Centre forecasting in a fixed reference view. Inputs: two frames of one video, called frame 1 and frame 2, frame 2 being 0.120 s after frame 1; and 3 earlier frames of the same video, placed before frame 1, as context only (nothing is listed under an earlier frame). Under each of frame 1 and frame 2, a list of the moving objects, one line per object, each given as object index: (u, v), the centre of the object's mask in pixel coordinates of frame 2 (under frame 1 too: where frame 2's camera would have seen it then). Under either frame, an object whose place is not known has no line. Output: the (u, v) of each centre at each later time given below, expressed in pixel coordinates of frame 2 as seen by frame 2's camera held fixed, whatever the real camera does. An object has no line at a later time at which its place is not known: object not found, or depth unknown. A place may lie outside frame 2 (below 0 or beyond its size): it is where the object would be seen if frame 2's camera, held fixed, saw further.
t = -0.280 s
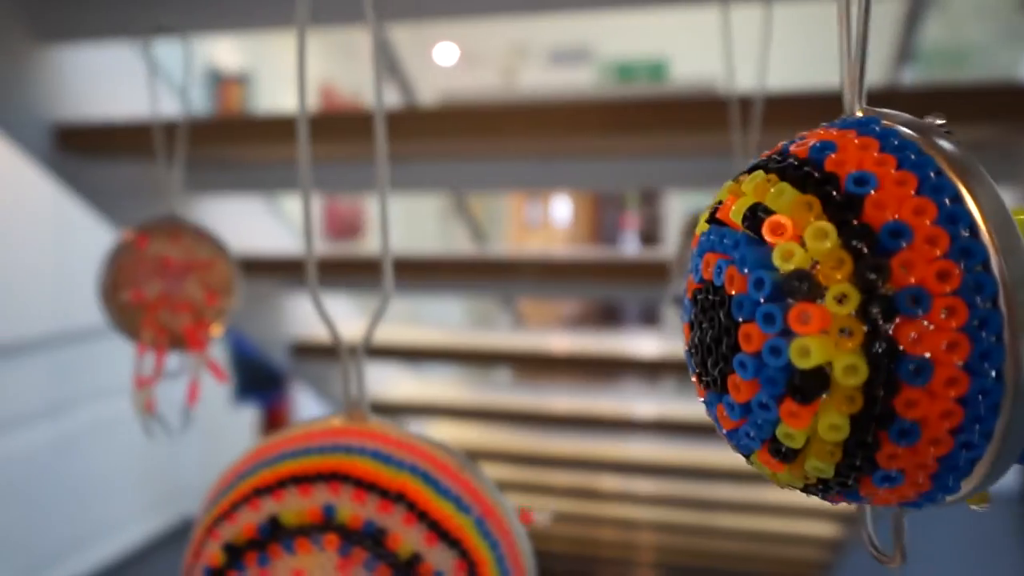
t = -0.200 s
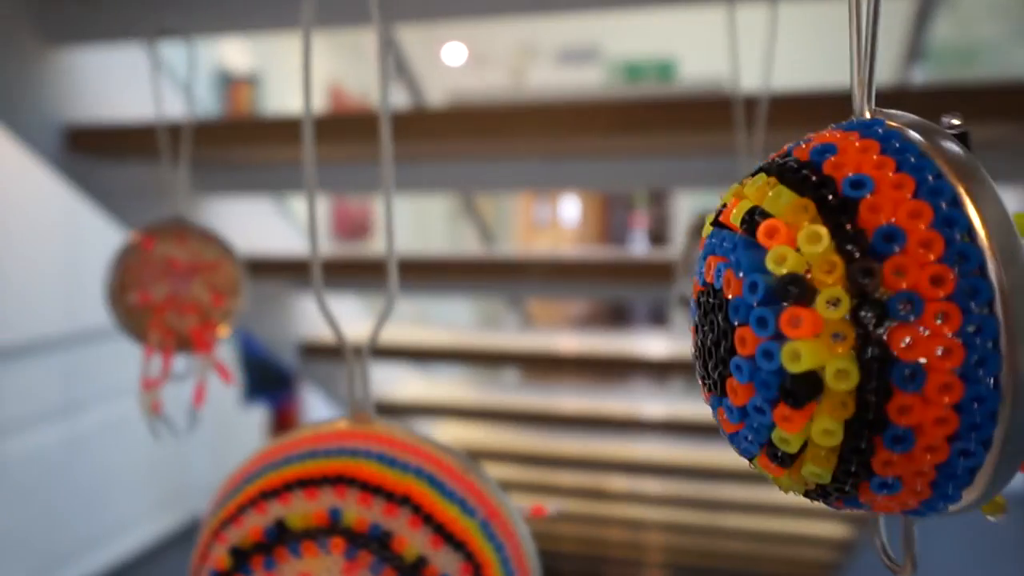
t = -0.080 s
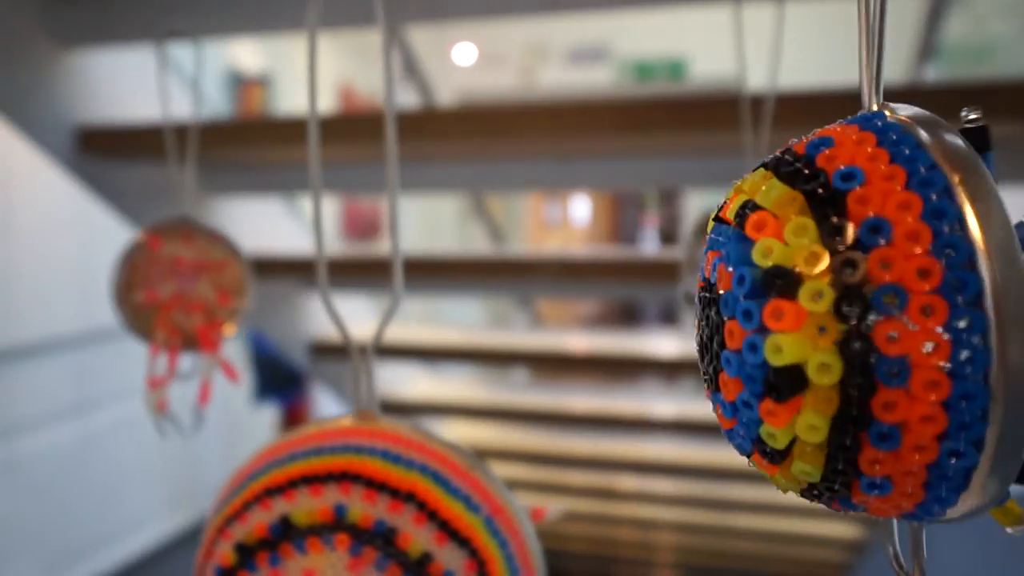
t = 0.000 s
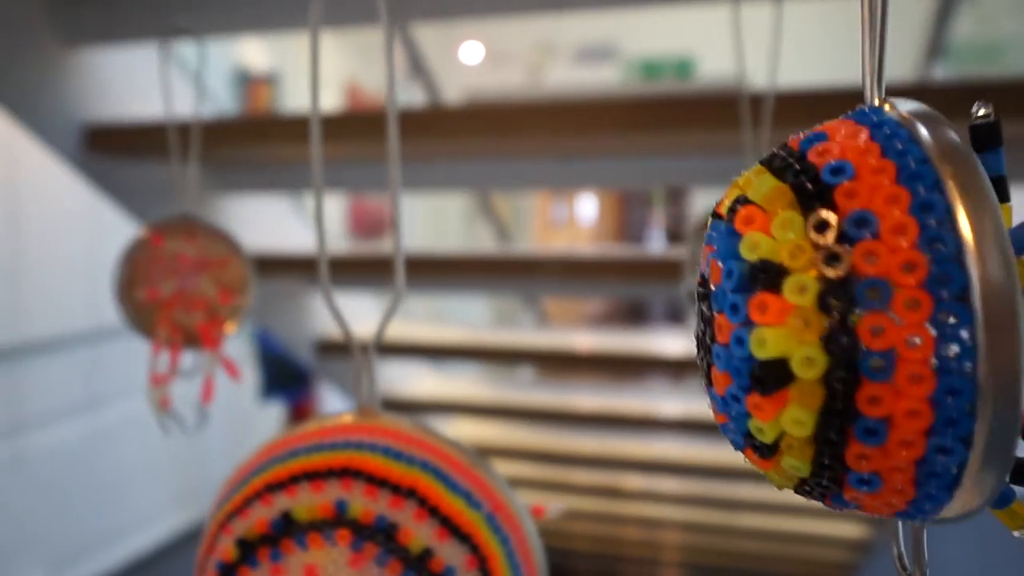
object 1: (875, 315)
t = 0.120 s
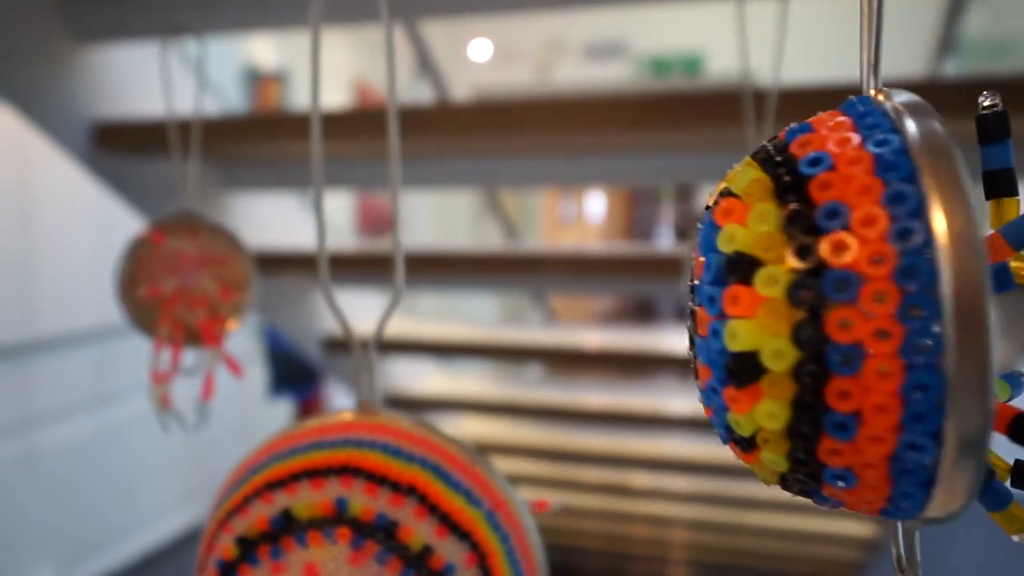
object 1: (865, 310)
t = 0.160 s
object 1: (860, 312)
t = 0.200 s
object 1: (855, 315)
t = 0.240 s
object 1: (852, 316)
